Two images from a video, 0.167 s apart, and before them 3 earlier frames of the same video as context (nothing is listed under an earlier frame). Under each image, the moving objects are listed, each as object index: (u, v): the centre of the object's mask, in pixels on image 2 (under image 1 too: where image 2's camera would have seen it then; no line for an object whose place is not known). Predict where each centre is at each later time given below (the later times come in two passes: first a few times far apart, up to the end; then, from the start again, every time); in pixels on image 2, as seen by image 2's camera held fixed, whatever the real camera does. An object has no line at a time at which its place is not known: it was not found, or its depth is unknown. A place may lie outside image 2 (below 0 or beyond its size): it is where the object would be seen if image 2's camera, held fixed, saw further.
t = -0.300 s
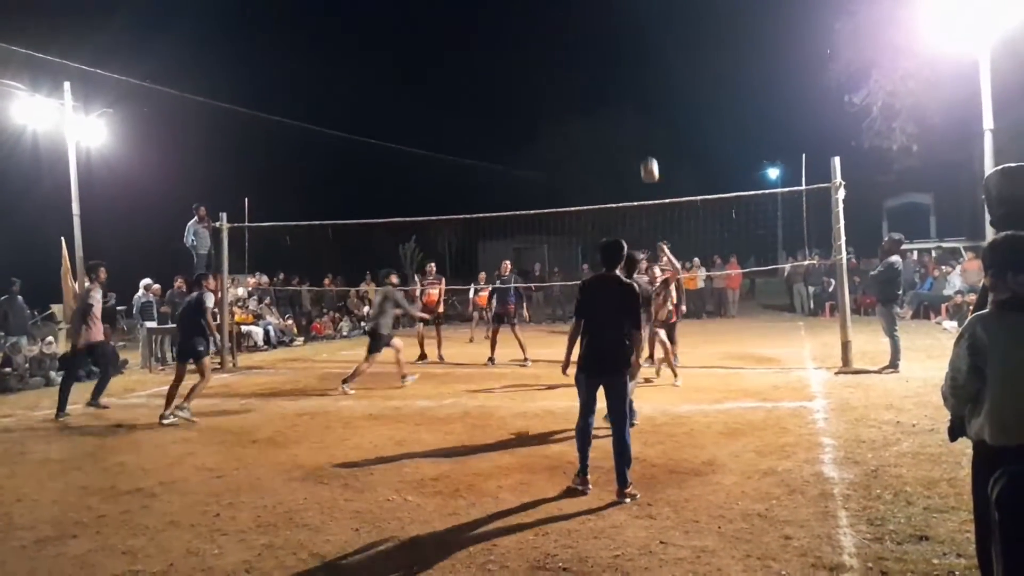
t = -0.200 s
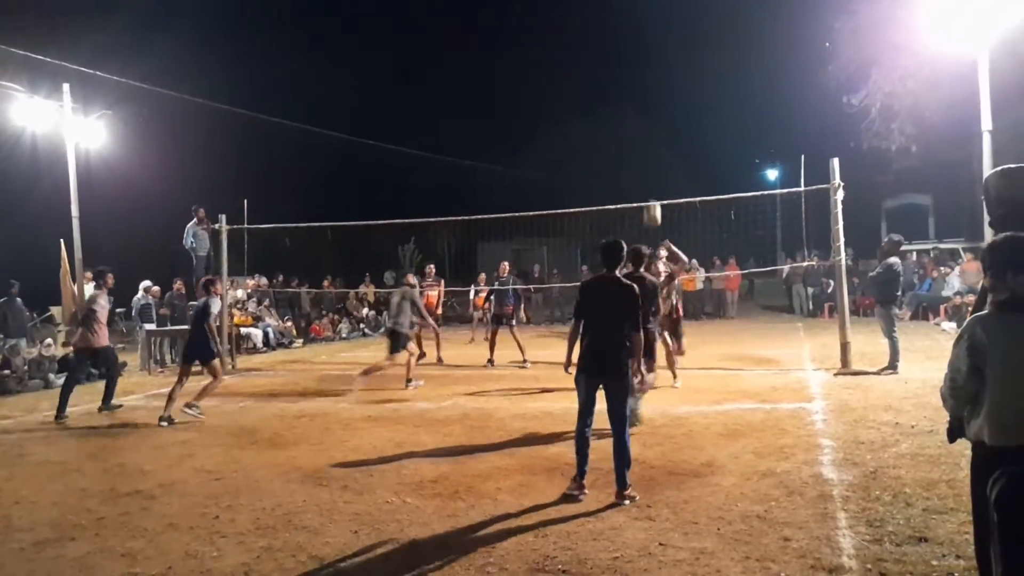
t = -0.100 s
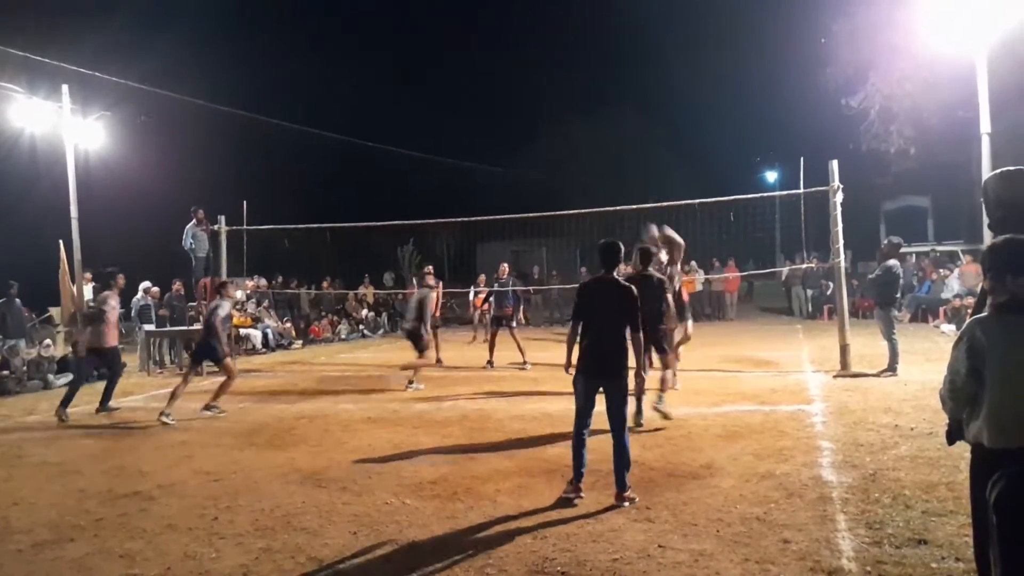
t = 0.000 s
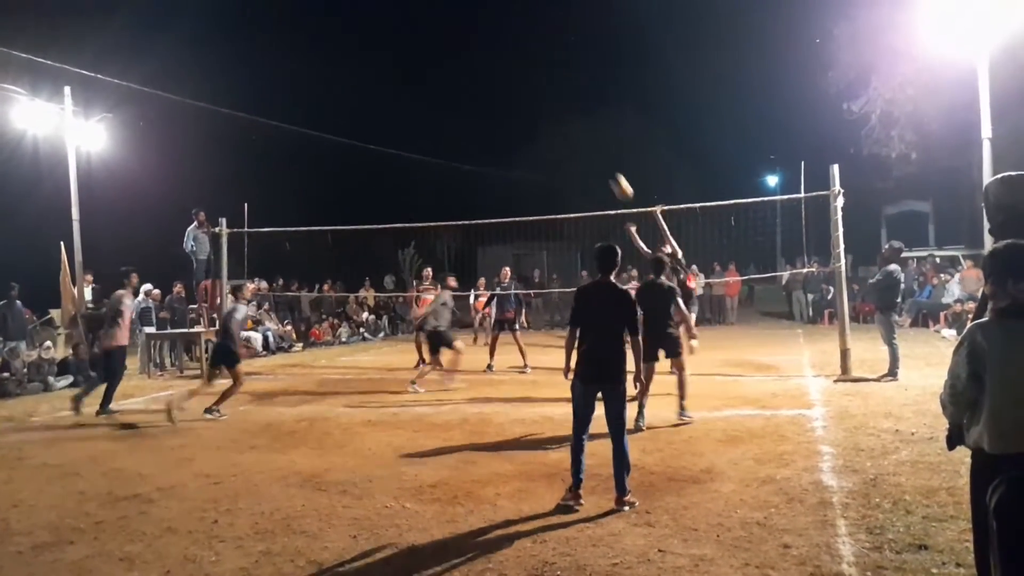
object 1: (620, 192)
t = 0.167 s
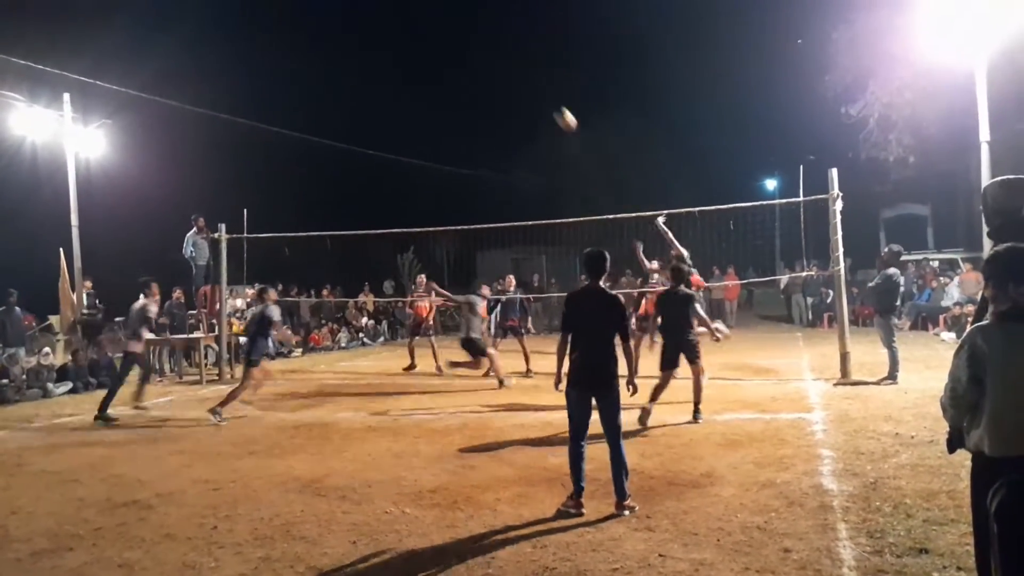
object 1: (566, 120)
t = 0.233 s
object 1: (545, 97)
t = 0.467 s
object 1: (477, 46)
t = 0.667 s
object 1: (424, 35)
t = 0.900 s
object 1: (368, 59)
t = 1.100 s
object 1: (327, 109)
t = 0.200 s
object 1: (555, 108)
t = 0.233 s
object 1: (545, 97)
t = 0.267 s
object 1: (535, 87)
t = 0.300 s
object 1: (524, 77)
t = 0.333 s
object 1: (515, 69)
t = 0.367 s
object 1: (505, 62)
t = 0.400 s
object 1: (496, 56)
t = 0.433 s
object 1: (487, 50)
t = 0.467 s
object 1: (477, 46)
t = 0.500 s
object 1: (468, 41)
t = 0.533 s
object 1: (459, 38)
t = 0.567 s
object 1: (450, 36)
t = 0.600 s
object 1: (441, 34)
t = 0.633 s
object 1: (433, 35)
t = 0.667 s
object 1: (424, 35)
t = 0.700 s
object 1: (415, 35)
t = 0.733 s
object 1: (408, 37)
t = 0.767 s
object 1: (399, 40)
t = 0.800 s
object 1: (391, 44)
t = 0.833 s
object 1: (384, 48)
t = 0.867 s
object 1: (376, 53)
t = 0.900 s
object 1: (368, 59)
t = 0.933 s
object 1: (361, 66)
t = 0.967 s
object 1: (353, 73)
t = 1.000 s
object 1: (347, 81)
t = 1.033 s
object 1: (340, 90)
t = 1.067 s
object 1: (333, 99)
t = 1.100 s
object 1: (327, 109)
